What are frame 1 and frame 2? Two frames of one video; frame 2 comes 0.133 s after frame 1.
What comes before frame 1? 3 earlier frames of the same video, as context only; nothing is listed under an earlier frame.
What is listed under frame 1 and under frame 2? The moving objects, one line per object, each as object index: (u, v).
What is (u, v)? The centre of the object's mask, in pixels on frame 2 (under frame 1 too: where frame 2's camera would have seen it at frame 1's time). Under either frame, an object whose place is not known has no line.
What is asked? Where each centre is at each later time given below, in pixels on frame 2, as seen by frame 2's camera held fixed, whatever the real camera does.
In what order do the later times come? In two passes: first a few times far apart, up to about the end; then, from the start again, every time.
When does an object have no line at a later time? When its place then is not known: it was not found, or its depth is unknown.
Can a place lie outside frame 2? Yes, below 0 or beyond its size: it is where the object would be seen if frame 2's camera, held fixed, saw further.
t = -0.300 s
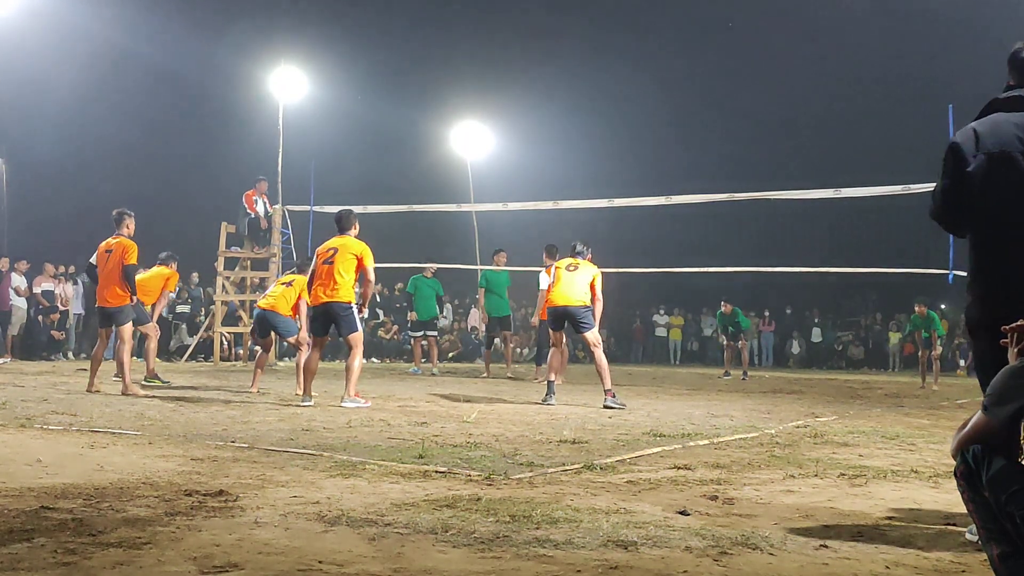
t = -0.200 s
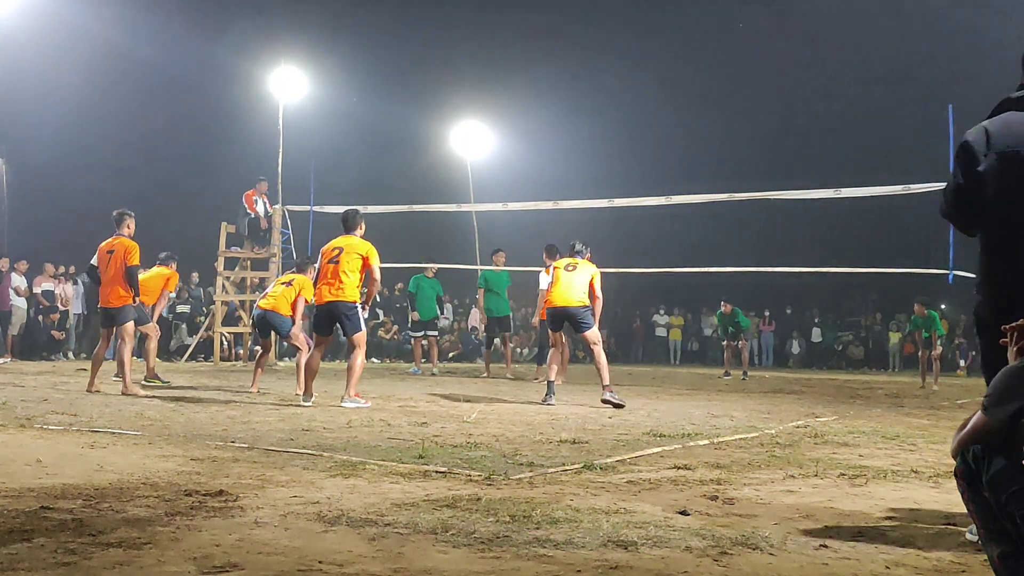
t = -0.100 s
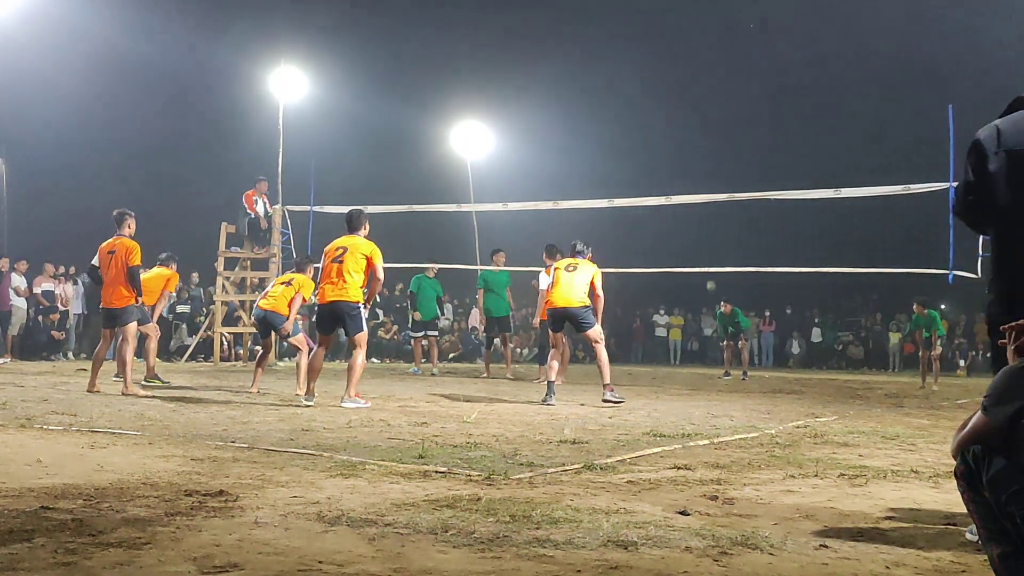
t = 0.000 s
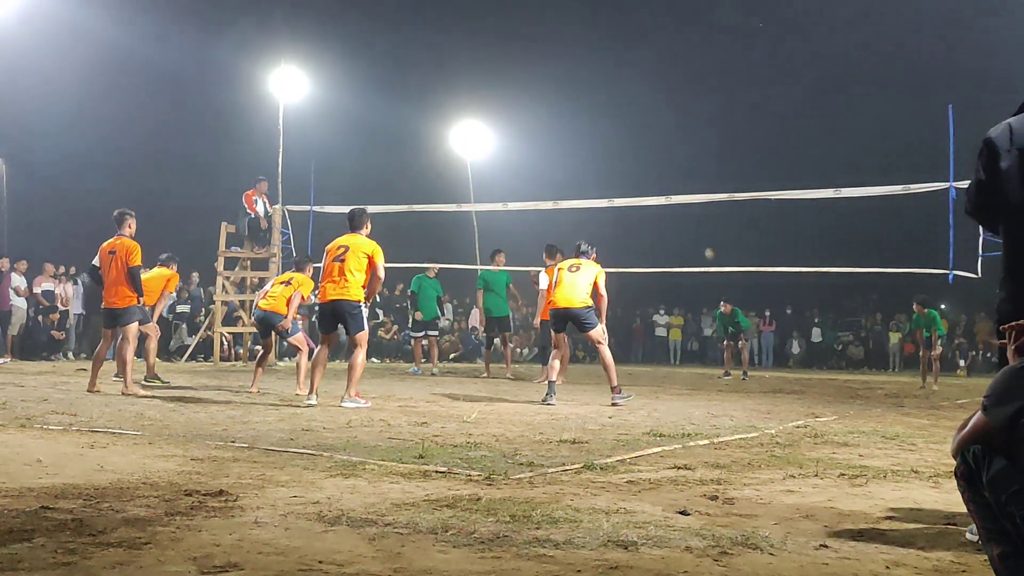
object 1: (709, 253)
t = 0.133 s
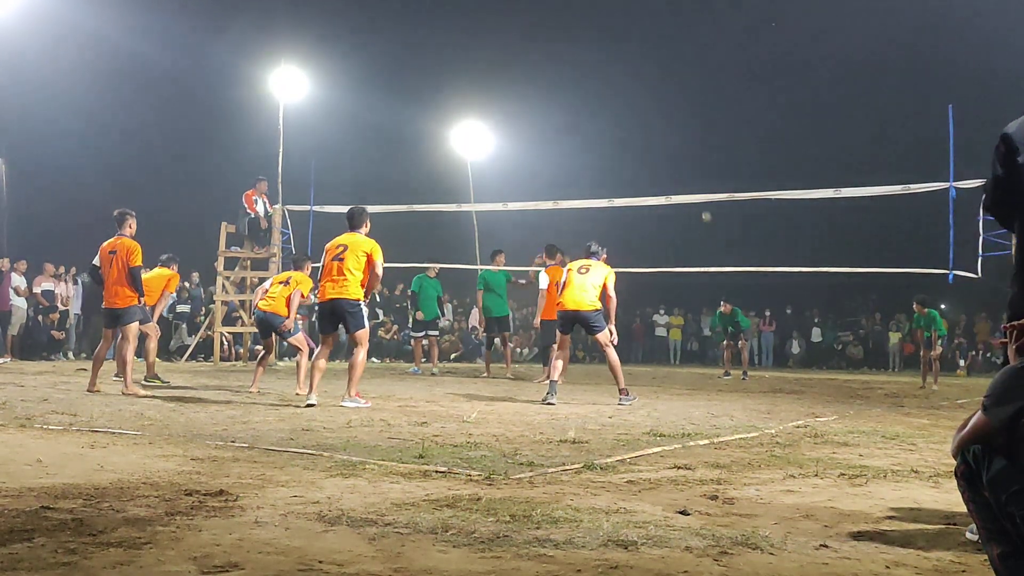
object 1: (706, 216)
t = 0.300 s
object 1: (702, 181)
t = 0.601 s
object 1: (694, 148)
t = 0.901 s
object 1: (685, 153)
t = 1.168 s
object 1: (677, 190)
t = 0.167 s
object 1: (705, 208)
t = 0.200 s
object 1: (705, 204)
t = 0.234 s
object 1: (704, 191)
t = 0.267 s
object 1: (703, 188)
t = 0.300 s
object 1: (702, 181)
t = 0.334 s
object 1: (701, 176)
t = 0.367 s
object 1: (699, 170)
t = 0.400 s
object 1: (700, 166)
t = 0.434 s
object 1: (699, 162)
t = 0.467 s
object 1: (698, 158)
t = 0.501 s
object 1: (697, 155)
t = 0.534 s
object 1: (696, 152)
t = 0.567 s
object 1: (695, 150)
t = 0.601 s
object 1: (694, 148)
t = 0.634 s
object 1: (693, 147)
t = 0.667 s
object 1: (692, 146)
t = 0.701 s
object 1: (691, 145)
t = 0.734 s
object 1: (690, 145)
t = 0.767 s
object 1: (689, 146)
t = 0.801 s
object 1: (688, 147)
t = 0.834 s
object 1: (687, 148)
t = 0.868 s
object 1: (686, 150)
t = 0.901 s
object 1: (685, 153)
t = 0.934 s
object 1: (684, 156)
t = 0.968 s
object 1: (683, 159)
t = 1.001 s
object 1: (682, 164)
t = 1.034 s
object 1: (681, 168)
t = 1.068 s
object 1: (680, 173)
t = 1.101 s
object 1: (679, 179)
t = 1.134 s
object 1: (678, 185)
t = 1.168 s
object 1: (677, 190)
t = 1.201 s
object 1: (674, 194)
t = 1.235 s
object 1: (674, 208)
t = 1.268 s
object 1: (673, 215)
